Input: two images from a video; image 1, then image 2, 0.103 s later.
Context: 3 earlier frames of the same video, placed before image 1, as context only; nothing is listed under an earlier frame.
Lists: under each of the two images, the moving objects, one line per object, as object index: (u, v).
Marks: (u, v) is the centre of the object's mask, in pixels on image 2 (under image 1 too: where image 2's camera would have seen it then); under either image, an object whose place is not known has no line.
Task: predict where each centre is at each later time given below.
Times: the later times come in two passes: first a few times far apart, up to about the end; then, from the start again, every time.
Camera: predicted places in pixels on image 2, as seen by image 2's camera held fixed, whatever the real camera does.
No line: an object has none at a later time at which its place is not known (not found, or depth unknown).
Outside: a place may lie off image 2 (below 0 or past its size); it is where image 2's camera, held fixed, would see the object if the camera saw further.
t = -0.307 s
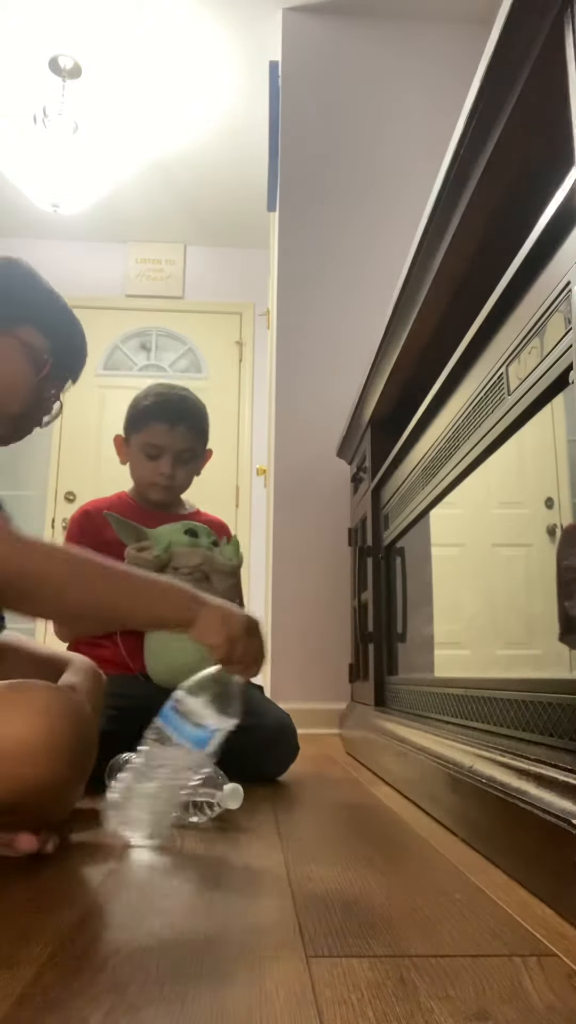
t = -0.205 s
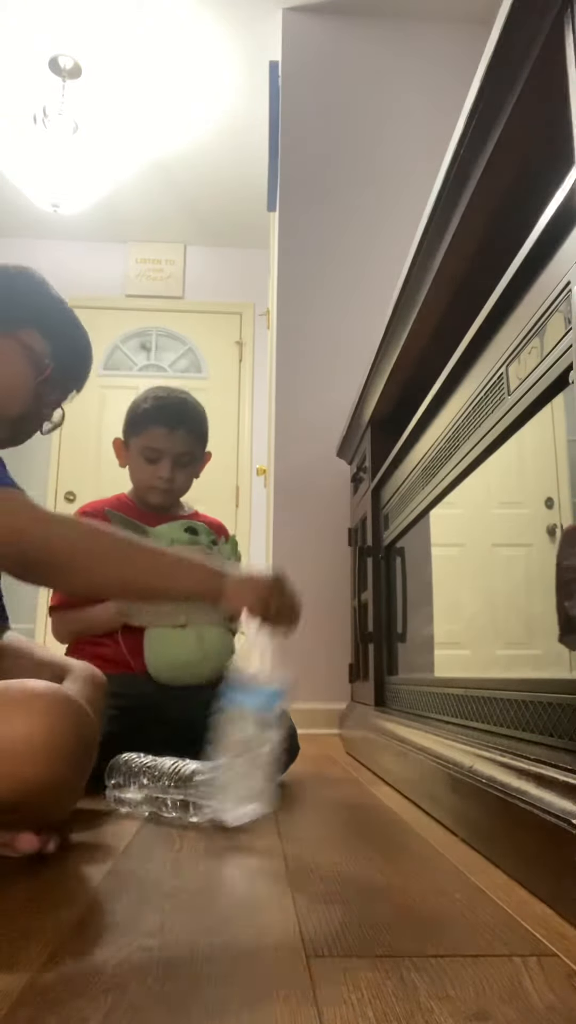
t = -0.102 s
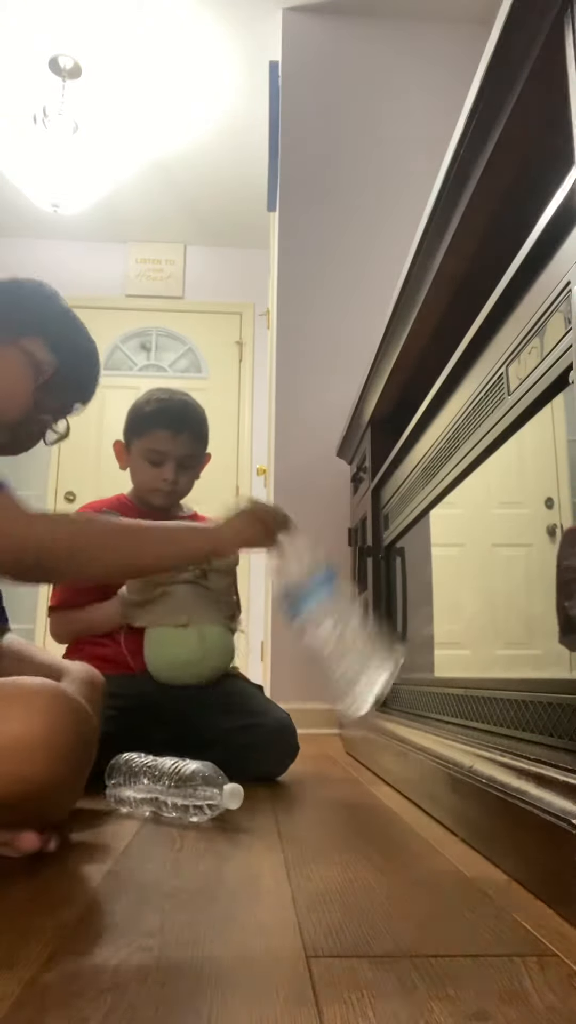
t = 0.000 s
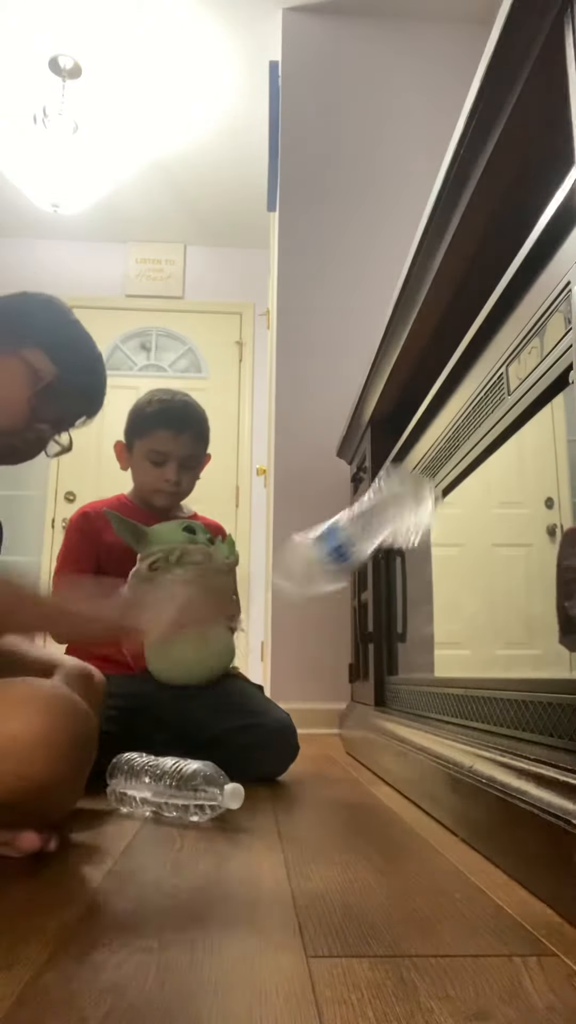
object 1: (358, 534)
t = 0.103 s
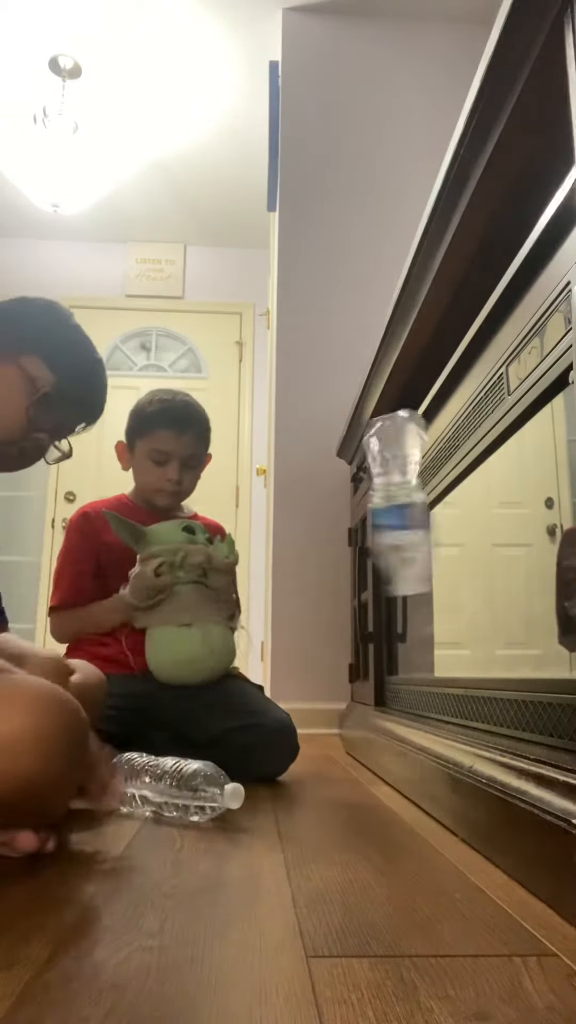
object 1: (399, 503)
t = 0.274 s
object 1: (432, 596)
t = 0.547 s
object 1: (377, 794)
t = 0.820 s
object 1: (292, 805)
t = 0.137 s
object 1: (408, 494)
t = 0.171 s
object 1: (417, 502)
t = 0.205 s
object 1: (423, 521)
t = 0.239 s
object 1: (450, 556)
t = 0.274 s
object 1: (432, 596)
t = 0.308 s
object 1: (441, 648)
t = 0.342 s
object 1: (430, 695)
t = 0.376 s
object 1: (425, 756)
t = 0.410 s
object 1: (417, 762)
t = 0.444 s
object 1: (409, 768)
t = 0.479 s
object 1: (398, 773)
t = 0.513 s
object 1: (389, 784)
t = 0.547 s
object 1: (377, 794)
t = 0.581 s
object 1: (359, 807)
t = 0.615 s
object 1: (348, 805)
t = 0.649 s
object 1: (336, 805)
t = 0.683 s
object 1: (323, 805)
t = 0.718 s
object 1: (311, 805)
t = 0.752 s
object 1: (303, 805)
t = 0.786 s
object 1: (296, 805)
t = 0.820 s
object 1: (292, 805)
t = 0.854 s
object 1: (290, 805)
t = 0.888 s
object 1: (289, 806)
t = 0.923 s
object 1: (289, 806)
